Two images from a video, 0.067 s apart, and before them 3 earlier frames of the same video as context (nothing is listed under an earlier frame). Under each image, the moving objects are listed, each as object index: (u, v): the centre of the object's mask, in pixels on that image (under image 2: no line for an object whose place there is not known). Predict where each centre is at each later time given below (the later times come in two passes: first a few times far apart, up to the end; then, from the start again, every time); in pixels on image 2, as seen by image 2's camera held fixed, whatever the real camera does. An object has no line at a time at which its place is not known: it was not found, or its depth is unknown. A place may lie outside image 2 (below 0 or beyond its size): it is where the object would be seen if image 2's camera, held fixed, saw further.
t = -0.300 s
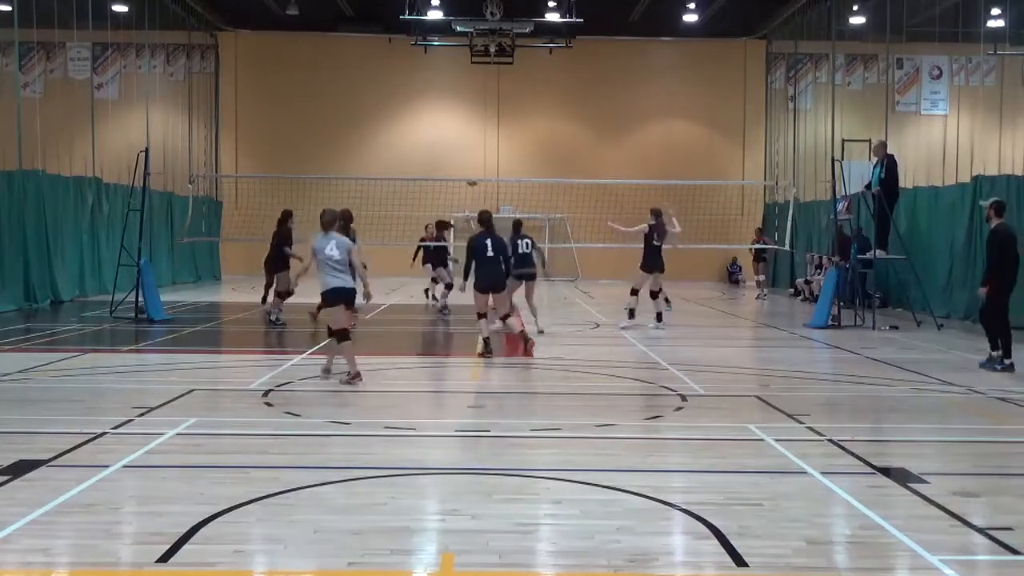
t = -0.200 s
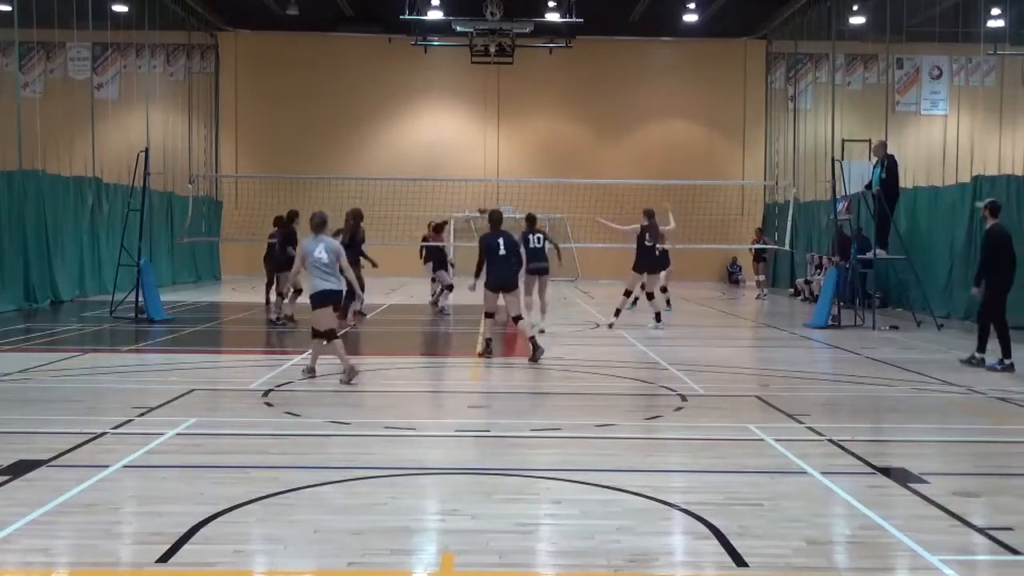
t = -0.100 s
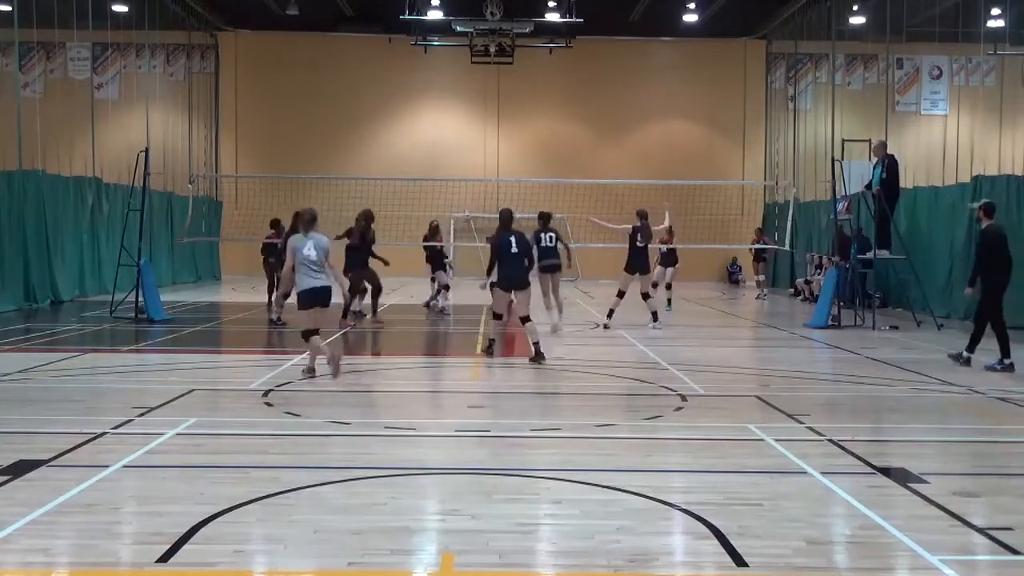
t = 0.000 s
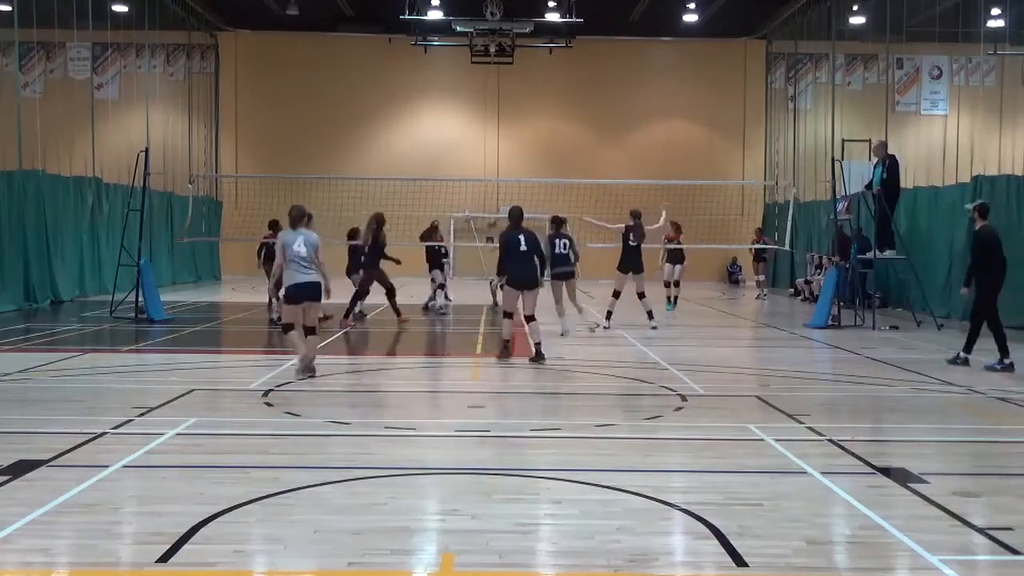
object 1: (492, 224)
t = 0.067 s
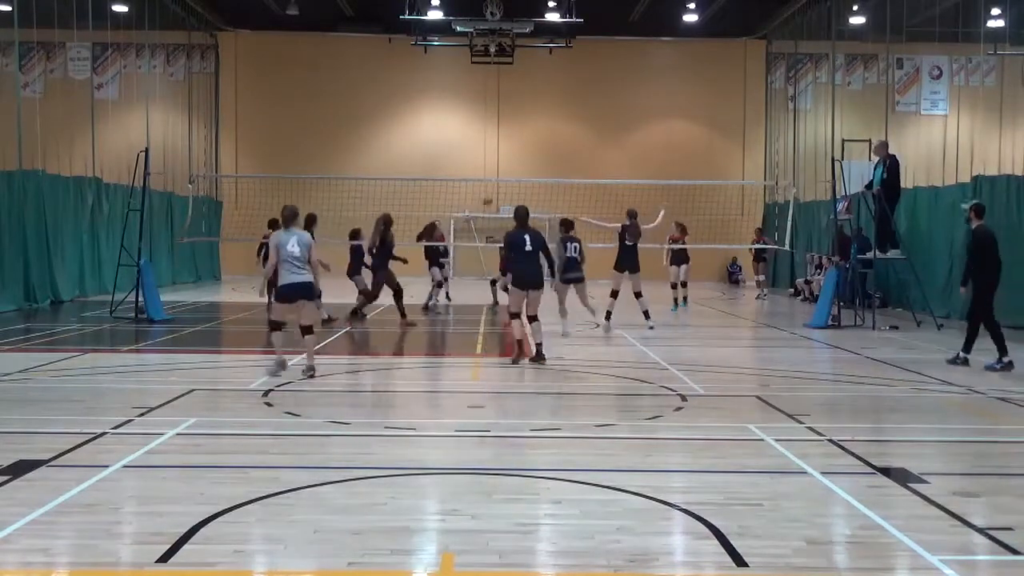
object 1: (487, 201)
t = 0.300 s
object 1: (470, 139)
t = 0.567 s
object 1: (451, 102)
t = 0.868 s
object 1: (428, 107)
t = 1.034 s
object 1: (415, 133)
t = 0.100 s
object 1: (484, 191)
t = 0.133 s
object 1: (482, 180)
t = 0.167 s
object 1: (479, 171)
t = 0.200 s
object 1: (477, 162)
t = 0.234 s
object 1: (475, 154)
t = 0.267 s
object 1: (473, 146)
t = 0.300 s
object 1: (470, 139)
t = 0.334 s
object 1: (468, 133)
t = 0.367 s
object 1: (465, 126)
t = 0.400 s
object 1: (463, 121)
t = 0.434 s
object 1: (461, 115)
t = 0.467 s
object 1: (458, 111)
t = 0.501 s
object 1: (455, 107)
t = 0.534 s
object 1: (453, 104)
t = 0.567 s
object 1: (451, 102)
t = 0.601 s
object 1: (448, 100)
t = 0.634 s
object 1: (446, 98)
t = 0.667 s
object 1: (443, 98)
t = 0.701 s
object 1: (441, 98)
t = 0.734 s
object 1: (438, 98)
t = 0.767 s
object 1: (436, 99)
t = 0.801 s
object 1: (433, 101)
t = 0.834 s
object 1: (430, 103)
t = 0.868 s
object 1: (428, 107)
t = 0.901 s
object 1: (425, 111)
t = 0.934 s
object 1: (422, 115)
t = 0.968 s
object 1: (420, 121)
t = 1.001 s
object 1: (417, 127)
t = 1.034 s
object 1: (415, 133)
